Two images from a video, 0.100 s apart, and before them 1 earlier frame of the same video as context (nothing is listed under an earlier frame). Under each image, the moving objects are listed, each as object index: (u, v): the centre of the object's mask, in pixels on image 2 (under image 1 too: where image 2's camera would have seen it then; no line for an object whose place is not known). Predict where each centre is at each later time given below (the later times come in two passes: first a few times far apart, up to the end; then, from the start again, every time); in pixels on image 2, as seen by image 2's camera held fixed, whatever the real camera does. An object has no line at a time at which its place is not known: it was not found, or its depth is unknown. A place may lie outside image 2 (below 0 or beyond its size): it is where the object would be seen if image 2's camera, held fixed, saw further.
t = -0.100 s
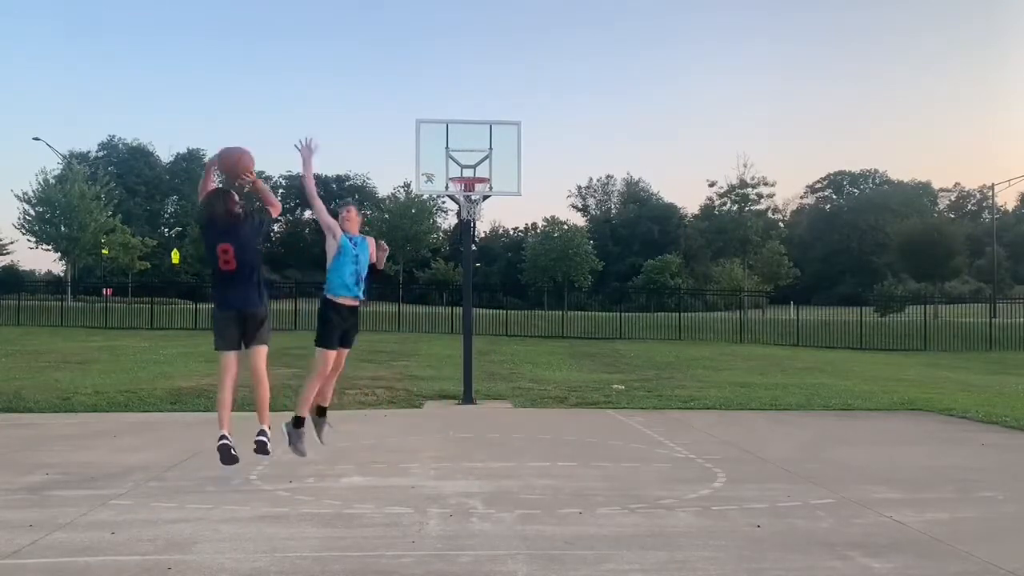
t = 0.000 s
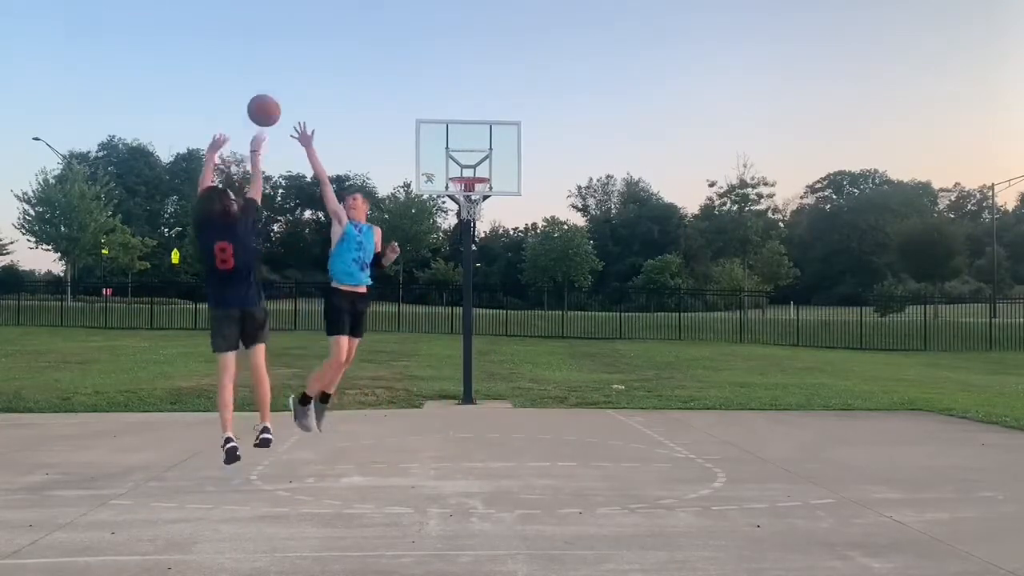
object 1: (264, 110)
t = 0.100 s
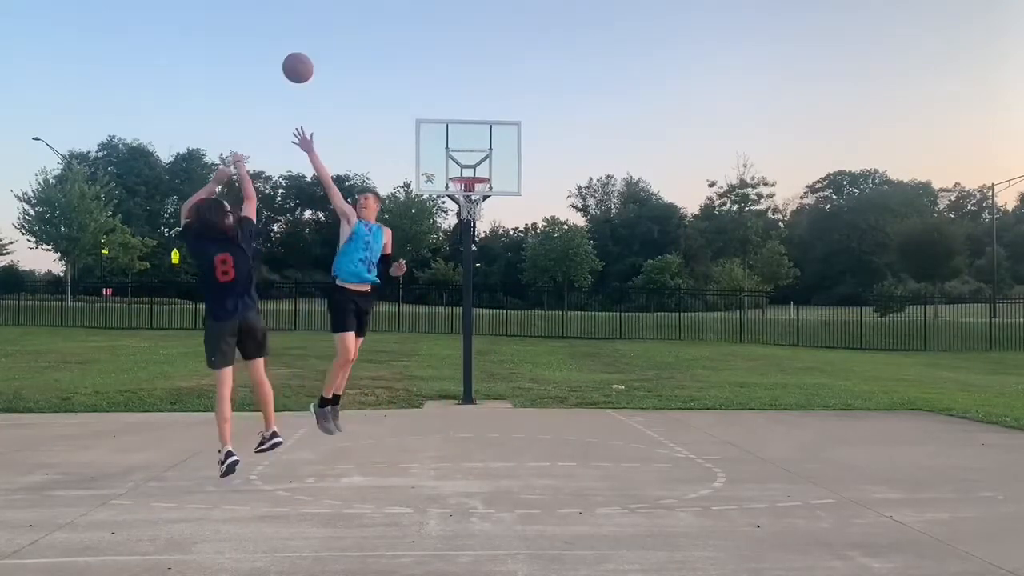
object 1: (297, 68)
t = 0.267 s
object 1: (345, 33)
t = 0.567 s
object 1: (409, 53)
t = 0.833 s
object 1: (451, 128)
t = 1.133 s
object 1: (472, 163)
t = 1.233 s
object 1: (476, 168)
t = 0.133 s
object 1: (308, 57)
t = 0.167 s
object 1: (318, 49)
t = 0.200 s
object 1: (327, 42)
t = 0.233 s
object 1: (336, 37)
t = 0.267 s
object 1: (345, 33)
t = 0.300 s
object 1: (354, 31)
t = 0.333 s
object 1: (362, 29)
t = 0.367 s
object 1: (369, 30)
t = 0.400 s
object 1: (377, 31)
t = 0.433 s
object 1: (384, 34)
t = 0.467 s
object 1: (391, 37)
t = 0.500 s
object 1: (397, 42)
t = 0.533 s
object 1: (403, 47)
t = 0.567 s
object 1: (409, 53)
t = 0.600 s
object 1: (415, 60)
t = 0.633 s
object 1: (421, 68)
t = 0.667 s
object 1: (426, 76)
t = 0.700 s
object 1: (431, 85)
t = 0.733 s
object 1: (437, 95)
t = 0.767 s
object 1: (442, 105)
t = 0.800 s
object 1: (447, 116)
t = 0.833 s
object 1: (451, 128)
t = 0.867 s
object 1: (457, 140)
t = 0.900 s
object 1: (460, 152)
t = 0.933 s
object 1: (464, 166)
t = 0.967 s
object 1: (467, 171)
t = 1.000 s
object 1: (468, 169)
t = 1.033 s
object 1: (469, 166)
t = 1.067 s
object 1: (470, 164)
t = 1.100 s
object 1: (471, 163)
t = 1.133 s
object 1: (472, 163)
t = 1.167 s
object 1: (473, 164)
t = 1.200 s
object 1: (474, 165)
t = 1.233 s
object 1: (476, 168)
